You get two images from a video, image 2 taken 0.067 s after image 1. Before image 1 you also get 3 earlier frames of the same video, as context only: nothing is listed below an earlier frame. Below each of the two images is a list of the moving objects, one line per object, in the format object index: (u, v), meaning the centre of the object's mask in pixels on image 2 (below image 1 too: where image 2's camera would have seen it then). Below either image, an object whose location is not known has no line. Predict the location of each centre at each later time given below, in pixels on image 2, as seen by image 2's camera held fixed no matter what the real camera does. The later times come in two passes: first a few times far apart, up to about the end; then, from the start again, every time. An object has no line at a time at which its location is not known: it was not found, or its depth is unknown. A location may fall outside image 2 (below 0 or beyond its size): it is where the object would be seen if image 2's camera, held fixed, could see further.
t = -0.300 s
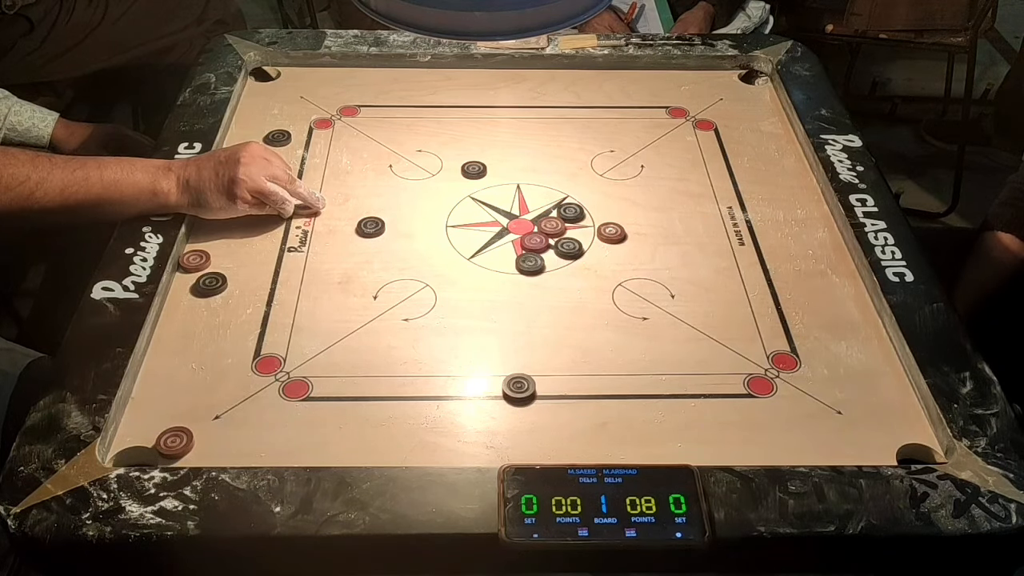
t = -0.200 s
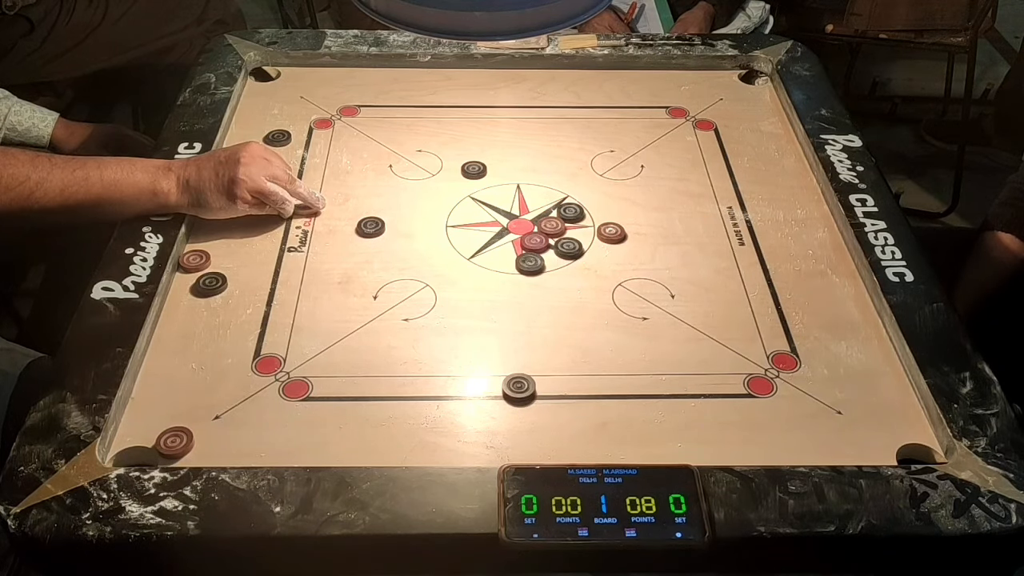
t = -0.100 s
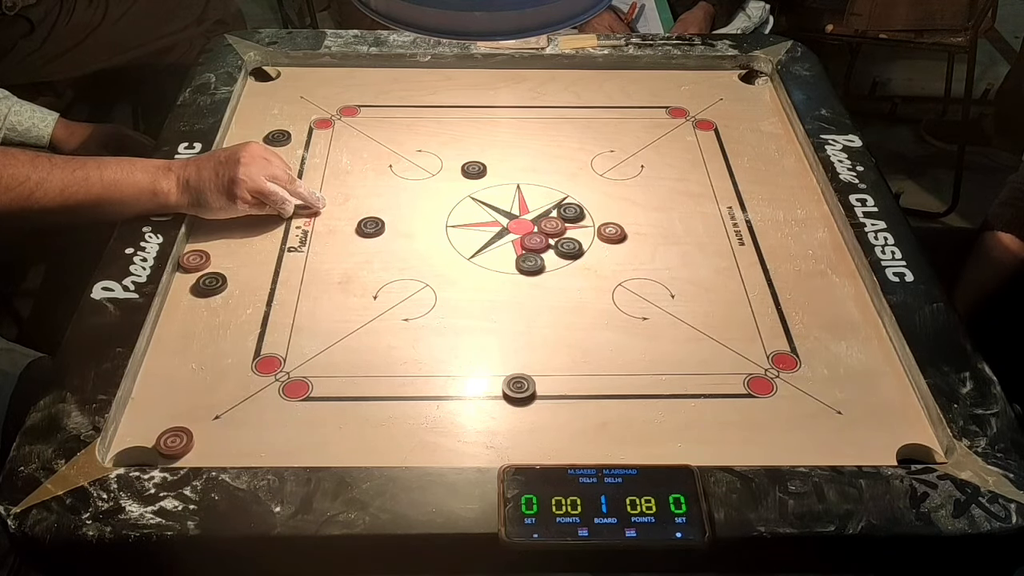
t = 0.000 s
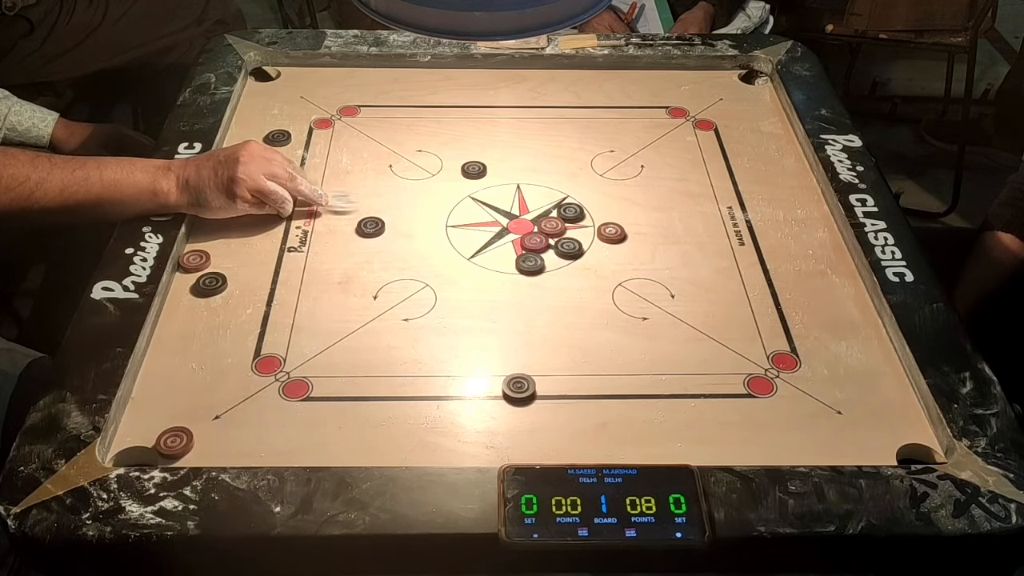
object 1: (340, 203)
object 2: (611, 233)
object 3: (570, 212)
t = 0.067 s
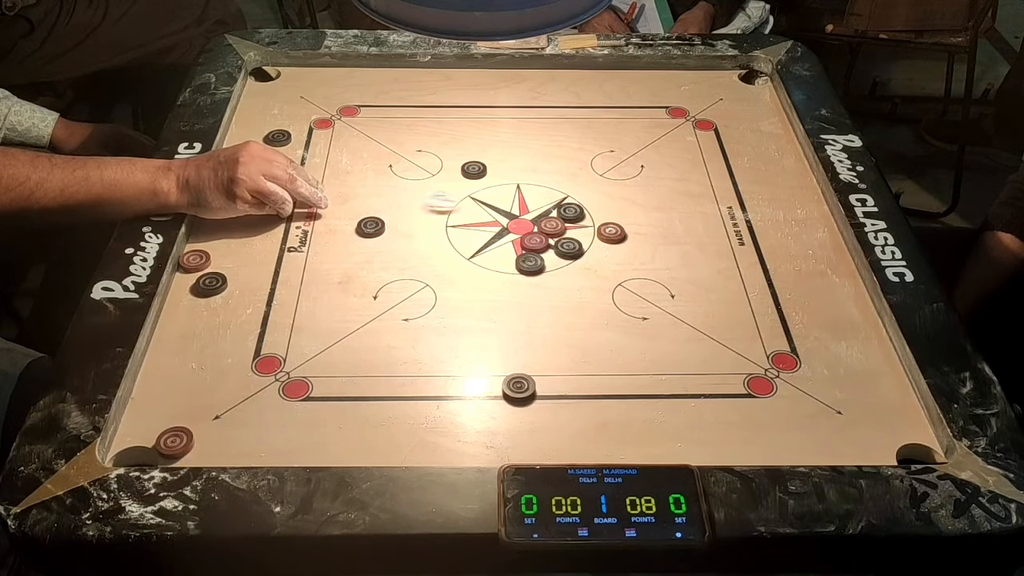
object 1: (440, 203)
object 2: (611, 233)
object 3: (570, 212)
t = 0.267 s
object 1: (646, 181)
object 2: (722, 302)
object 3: (634, 207)
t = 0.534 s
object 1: (786, 152)
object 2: (894, 438)
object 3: (684, 190)
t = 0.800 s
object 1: (708, 141)
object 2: (856, 454)
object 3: (685, 189)
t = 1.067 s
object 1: (697, 139)
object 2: (856, 454)
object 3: (685, 189)
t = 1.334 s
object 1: (696, 139)
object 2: (856, 454)
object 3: (685, 189)
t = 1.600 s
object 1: (696, 139)
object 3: (685, 189)
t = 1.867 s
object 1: (696, 139)
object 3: (685, 189)
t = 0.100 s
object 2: (611, 233)
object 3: (570, 212)
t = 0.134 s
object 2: (611, 233)
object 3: (571, 212)
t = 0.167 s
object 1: (568, 197)
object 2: (624, 240)
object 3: (597, 218)
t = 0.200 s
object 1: (597, 192)
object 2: (656, 261)
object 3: (611, 214)
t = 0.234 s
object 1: (622, 188)
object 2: (689, 281)
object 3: (623, 210)
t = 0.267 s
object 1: (646, 181)
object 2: (722, 302)
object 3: (634, 207)
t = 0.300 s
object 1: (669, 177)
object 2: (754, 322)
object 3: (645, 204)
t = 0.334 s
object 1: (690, 173)
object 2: (787, 342)
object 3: (654, 201)
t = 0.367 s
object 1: (710, 169)
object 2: (819, 361)
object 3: (662, 198)
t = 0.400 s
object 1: (730, 164)
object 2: (850, 380)
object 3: (669, 196)
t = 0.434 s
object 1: (748, 161)
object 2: (880, 399)
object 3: (674, 194)
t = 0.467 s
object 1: (765, 158)
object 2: (908, 416)
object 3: (678, 192)
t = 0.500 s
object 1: (781, 155)
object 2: (905, 428)
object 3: (681, 191)
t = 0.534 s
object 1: (786, 152)
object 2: (894, 438)
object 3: (684, 190)
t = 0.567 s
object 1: (772, 150)
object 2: (886, 448)
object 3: (684, 189)
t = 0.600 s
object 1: (759, 148)
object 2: (879, 454)
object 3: (685, 189)
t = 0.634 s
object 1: (748, 147)
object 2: (874, 458)
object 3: (685, 189)
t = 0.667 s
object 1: (737, 146)
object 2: (867, 457)
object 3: (685, 189)
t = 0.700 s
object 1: (727, 144)
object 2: (862, 455)
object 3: (685, 189)
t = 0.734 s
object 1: (719, 143)
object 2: (858, 454)
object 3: (685, 189)
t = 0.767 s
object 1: (713, 141)
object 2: (856, 454)
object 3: (685, 189)
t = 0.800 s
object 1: (708, 141)
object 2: (856, 454)
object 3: (685, 189)
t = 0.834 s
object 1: (703, 140)
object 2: (856, 454)
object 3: (685, 189)
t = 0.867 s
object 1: (700, 139)
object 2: (856, 454)
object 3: (685, 189)
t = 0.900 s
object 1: (698, 139)
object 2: (856, 454)
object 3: (685, 189)
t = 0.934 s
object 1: (697, 139)
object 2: (856, 454)
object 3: (685, 189)
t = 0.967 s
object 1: (696, 139)
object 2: (856, 454)
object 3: (685, 189)
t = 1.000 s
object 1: (696, 139)
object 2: (856, 454)
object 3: (685, 189)
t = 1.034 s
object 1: (697, 139)
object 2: (856, 454)
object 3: (685, 189)
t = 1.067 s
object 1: (697, 139)
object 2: (856, 454)
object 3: (685, 189)
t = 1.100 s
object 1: (696, 139)
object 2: (856, 454)
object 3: (685, 189)
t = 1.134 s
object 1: (696, 139)
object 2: (856, 454)
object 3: (685, 189)
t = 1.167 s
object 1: (696, 139)
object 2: (856, 454)
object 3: (685, 189)
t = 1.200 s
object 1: (697, 139)
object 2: (856, 454)
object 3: (685, 189)
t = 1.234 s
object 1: (696, 139)
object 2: (856, 454)
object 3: (685, 189)
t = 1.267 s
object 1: (696, 139)
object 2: (856, 454)
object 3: (685, 189)
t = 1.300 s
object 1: (696, 139)
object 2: (856, 454)
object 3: (685, 189)
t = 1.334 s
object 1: (696, 139)
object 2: (856, 454)
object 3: (685, 189)
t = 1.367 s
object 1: (696, 139)
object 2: (856, 454)
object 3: (685, 189)
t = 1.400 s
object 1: (696, 139)
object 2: (856, 454)
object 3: (685, 189)
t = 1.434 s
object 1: (696, 139)
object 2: (856, 454)
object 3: (685, 189)
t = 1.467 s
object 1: (696, 139)
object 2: (856, 454)
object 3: (685, 189)
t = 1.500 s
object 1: (696, 139)
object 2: (856, 454)
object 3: (685, 189)
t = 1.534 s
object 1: (697, 139)
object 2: (856, 454)
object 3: (685, 189)
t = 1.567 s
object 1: (697, 139)
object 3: (685, 189)
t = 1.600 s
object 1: (696, 139)
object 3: (685, 189)
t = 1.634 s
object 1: (696, 139)
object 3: (685, 189)
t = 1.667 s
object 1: (696, 139)
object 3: (685, 189)
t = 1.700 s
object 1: (696, 139)
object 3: (685, 189)
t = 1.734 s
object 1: (696, 139)
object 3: (685, 189)
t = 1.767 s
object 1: (696, 139)
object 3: (685, 189)
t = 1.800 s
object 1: (696, 139)
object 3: (685, 189)
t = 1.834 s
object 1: (696, 139)
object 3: (685, 189)
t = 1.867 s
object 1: (696, 139)
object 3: (685, 189)
